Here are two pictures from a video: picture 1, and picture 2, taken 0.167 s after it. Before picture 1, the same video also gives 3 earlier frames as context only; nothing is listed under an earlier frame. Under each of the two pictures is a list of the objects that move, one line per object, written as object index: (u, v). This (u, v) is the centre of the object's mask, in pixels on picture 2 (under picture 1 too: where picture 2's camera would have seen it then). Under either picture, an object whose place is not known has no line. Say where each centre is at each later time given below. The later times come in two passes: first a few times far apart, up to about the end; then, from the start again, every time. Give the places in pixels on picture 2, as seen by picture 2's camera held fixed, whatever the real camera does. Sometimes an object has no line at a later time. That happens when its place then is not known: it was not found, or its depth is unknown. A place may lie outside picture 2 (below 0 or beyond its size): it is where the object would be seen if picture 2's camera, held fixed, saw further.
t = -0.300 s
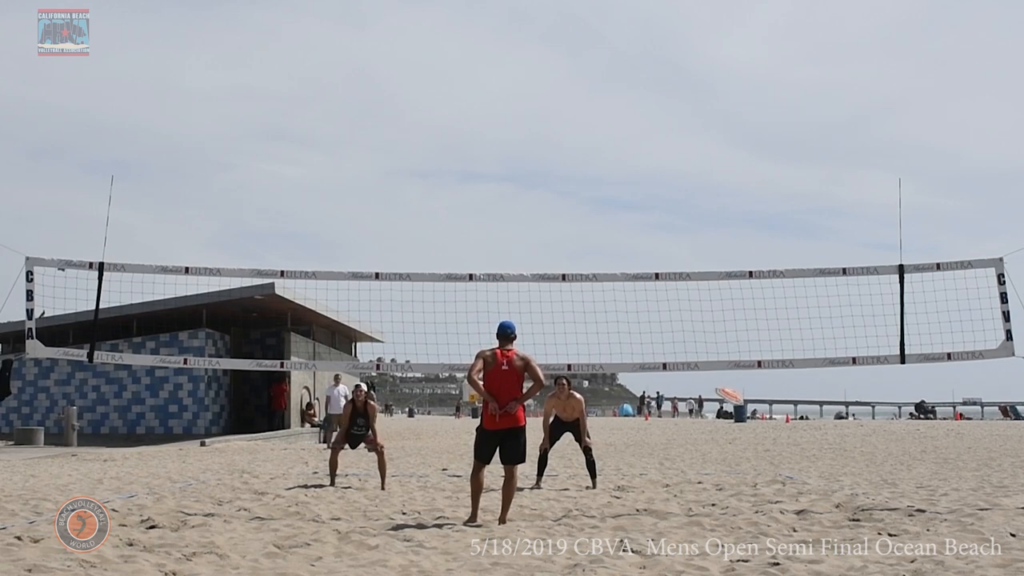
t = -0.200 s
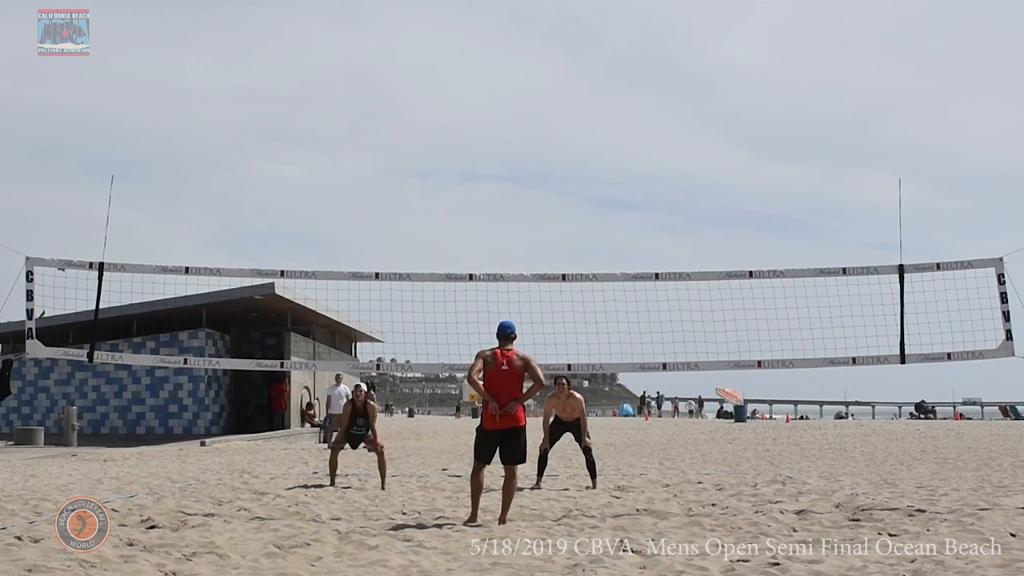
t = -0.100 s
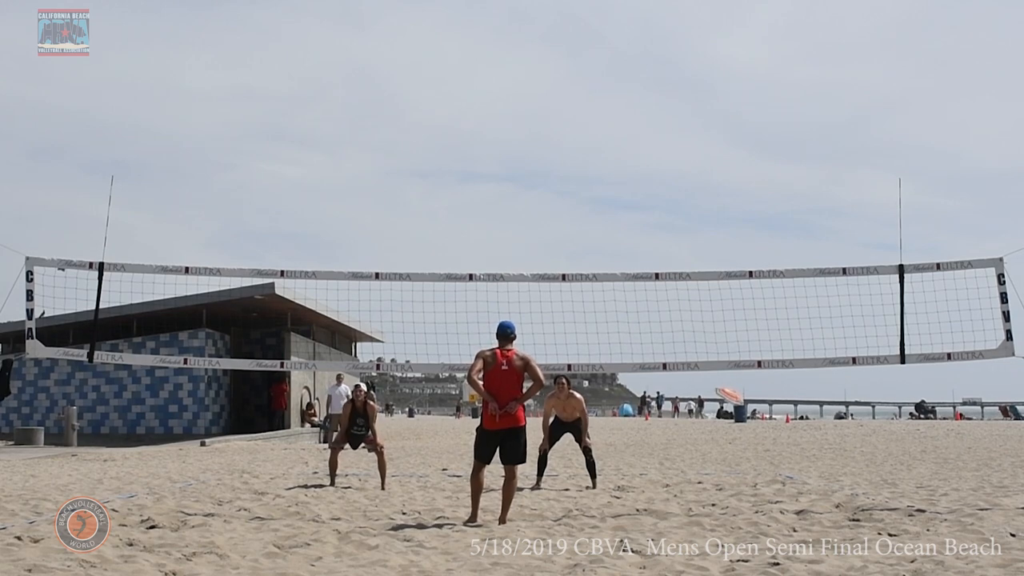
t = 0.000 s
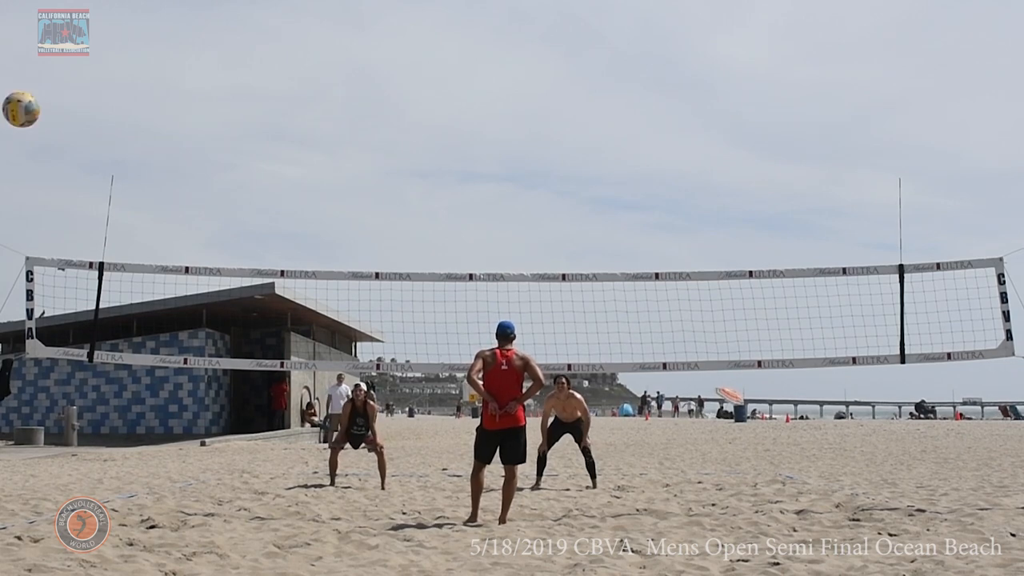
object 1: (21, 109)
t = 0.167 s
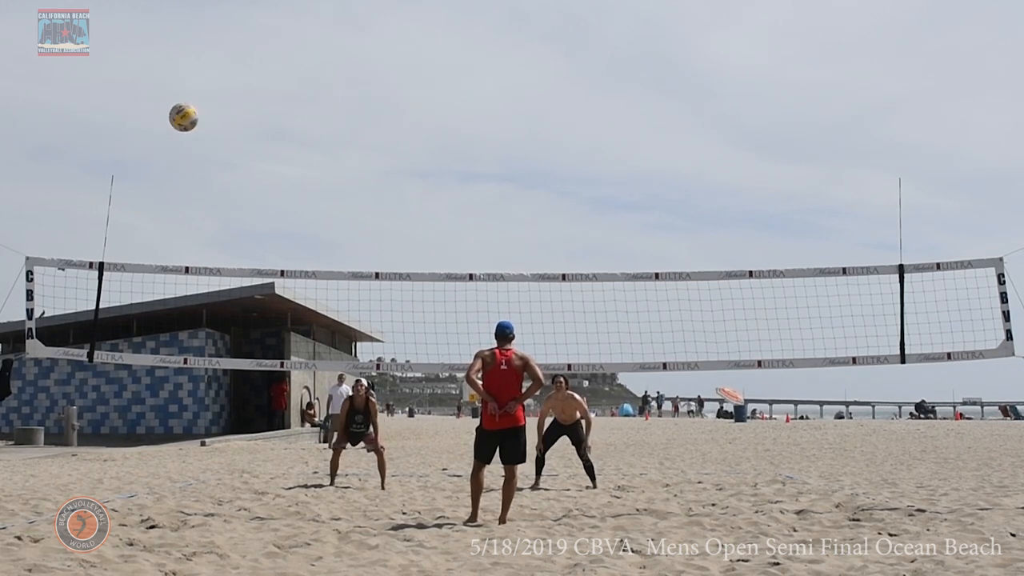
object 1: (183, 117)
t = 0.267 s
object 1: (254, 132)
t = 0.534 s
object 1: (378, 191)
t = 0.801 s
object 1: (460, 285)
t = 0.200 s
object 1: (209, 122)
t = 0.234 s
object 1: (232, 127)
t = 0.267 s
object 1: (254, 132)
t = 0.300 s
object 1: (274, 138)
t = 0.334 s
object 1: (292, 145)
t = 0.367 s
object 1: (309, 151)
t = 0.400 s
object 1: (325, 159)
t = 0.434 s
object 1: (339, 166)
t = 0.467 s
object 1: (353, 173)
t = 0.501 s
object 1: (366, 182)
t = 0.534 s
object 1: (378, 191)
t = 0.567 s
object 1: (389, 200)
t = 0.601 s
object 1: (400, 210)
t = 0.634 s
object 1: (411, 221)
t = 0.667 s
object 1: (422, 232)
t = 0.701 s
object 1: (432, 243)
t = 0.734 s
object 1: (442, 255)
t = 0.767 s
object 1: (451, 266)
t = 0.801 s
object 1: (460, 285)
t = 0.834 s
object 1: (468, 293)
